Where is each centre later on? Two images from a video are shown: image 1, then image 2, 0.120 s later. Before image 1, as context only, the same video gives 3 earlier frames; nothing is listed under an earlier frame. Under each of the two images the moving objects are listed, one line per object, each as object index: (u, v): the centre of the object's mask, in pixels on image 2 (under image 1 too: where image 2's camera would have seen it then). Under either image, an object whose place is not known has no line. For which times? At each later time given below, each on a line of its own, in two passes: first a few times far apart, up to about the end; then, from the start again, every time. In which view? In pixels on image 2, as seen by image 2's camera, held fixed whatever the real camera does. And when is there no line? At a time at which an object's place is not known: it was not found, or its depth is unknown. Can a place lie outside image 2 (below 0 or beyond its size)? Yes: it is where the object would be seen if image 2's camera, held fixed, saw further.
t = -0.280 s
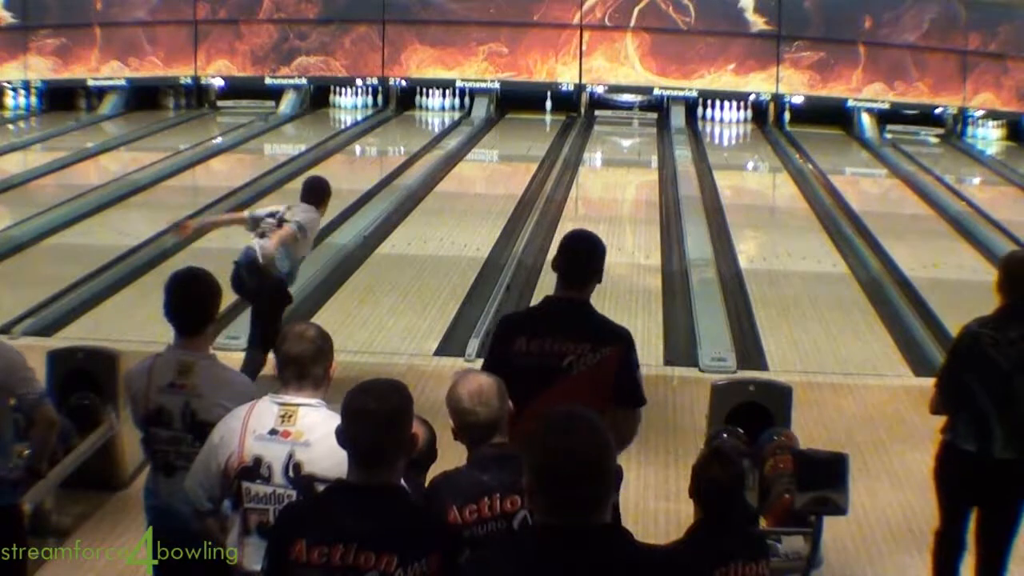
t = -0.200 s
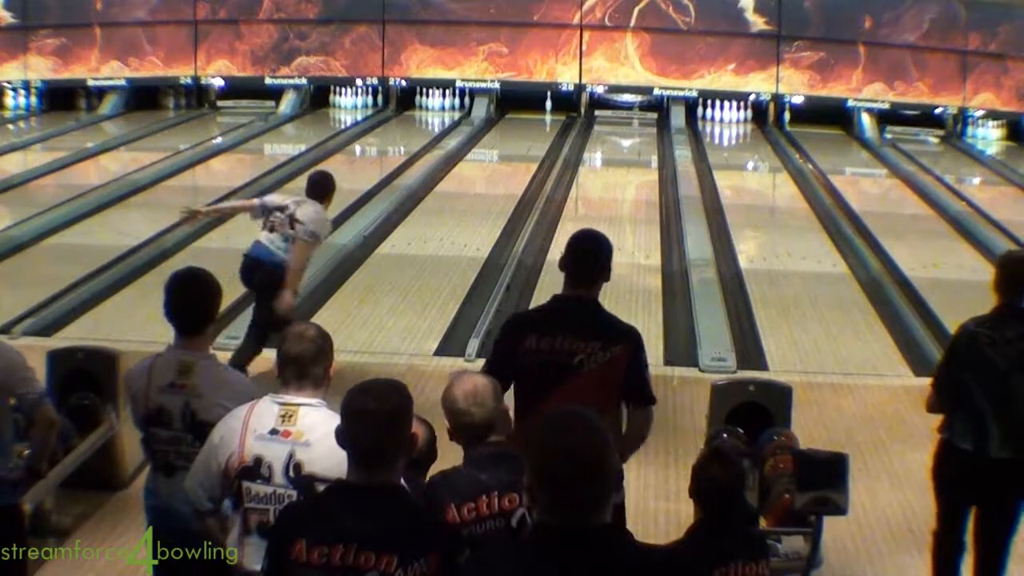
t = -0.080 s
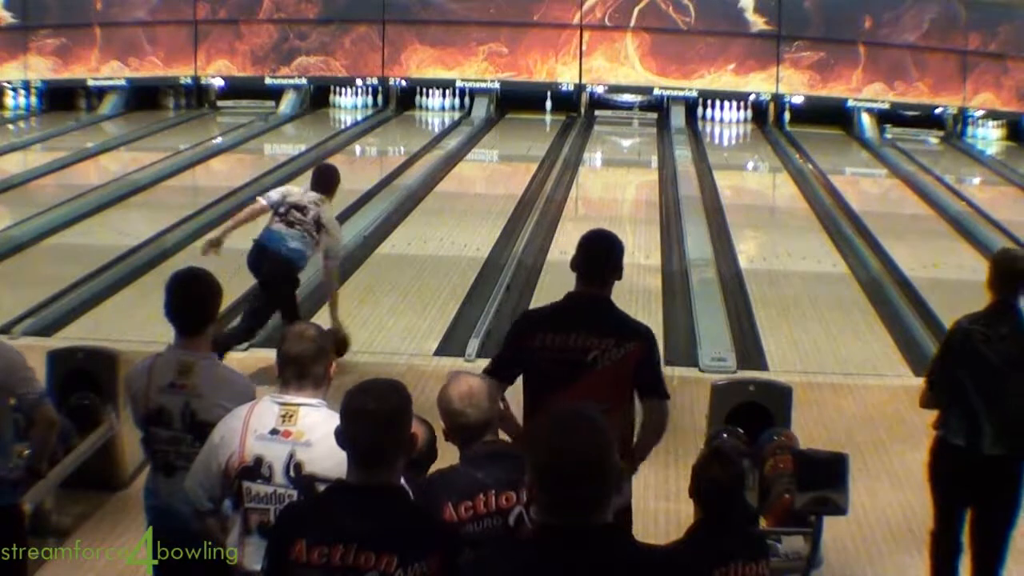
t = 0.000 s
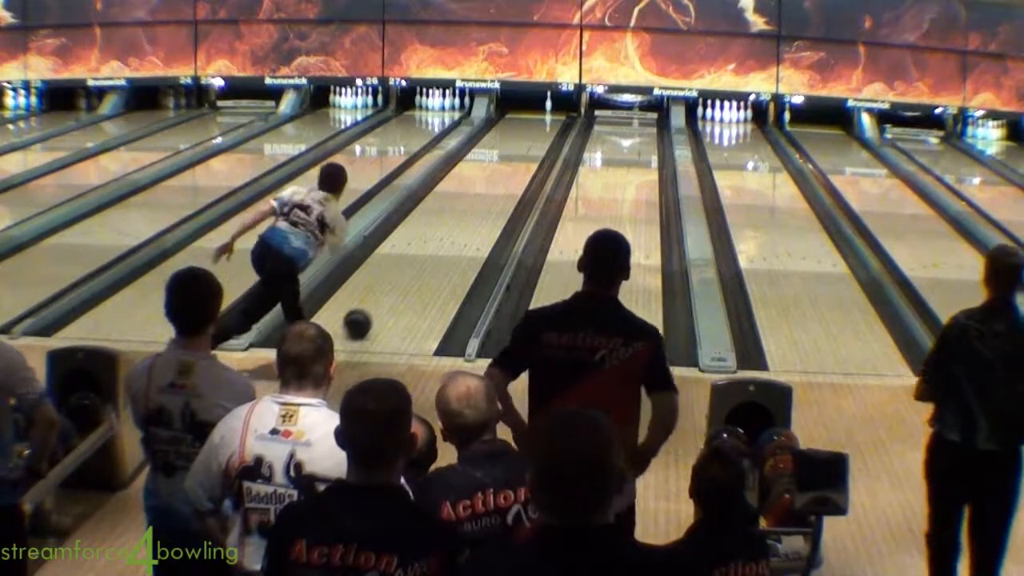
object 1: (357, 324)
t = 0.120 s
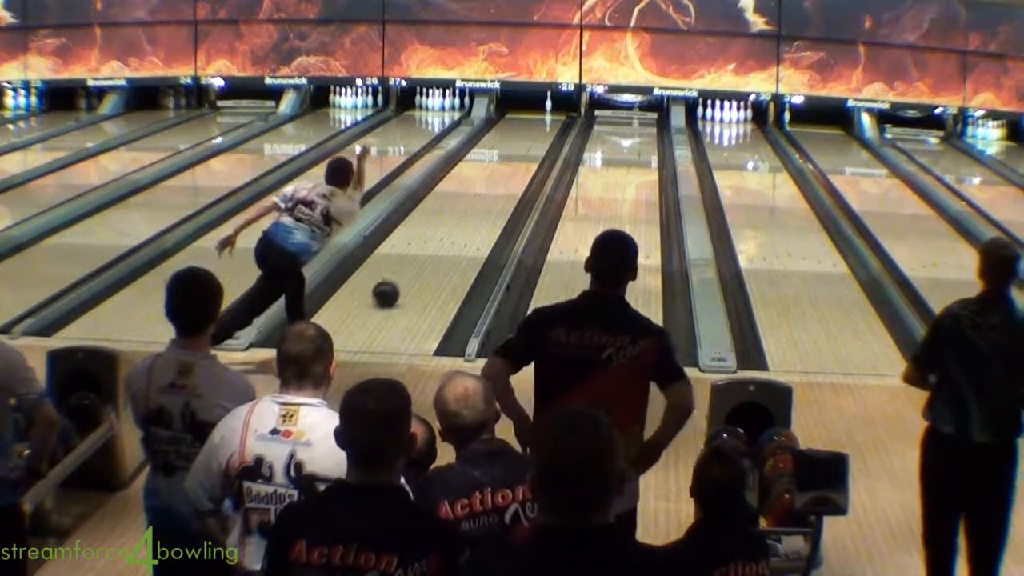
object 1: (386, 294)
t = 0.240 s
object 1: (410, 268)
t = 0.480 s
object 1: (448, 227)
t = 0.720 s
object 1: (477, 197)
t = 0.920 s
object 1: (496, 176)
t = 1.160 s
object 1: (513, 155)
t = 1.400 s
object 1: (528, 139)
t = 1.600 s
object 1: (538, 127)
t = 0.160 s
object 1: (394, 285)
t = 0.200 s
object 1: (402, 276)
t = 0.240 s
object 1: (410, 268)
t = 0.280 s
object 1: (417, 260)
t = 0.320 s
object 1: (424, 253)
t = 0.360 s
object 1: (430, 246)
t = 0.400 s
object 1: (436, 240)
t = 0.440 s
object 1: (442, 233)
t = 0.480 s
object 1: (448, 227)
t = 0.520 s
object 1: (453, 222)
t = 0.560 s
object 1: (459, 216)
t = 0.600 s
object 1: (463, 211)
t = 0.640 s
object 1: (468, 206)
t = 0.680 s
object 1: (472, 202)
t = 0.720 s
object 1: (477, 197)
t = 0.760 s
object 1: (481, 192)
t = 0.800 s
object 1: (485, 188)
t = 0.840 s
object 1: (488, 184)
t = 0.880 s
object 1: (492, 179)
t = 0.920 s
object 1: (496, 176)
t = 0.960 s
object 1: (499, 172)
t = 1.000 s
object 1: (502, 168)
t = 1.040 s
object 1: (505, 165)
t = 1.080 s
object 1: (508, 162)
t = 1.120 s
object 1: (511, 159)
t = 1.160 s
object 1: (513, 155)
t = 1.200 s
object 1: (516, 152)
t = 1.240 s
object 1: (519, 150)
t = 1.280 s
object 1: (521, 147)
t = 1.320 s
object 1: (524, 144)
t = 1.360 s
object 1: (526, 142)
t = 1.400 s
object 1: (528, 139)
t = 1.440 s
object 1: (530, 136)
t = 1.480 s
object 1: (532, 135)
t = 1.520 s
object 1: (534, 132)
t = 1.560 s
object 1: (536, 129)
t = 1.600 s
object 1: (538, 127)
